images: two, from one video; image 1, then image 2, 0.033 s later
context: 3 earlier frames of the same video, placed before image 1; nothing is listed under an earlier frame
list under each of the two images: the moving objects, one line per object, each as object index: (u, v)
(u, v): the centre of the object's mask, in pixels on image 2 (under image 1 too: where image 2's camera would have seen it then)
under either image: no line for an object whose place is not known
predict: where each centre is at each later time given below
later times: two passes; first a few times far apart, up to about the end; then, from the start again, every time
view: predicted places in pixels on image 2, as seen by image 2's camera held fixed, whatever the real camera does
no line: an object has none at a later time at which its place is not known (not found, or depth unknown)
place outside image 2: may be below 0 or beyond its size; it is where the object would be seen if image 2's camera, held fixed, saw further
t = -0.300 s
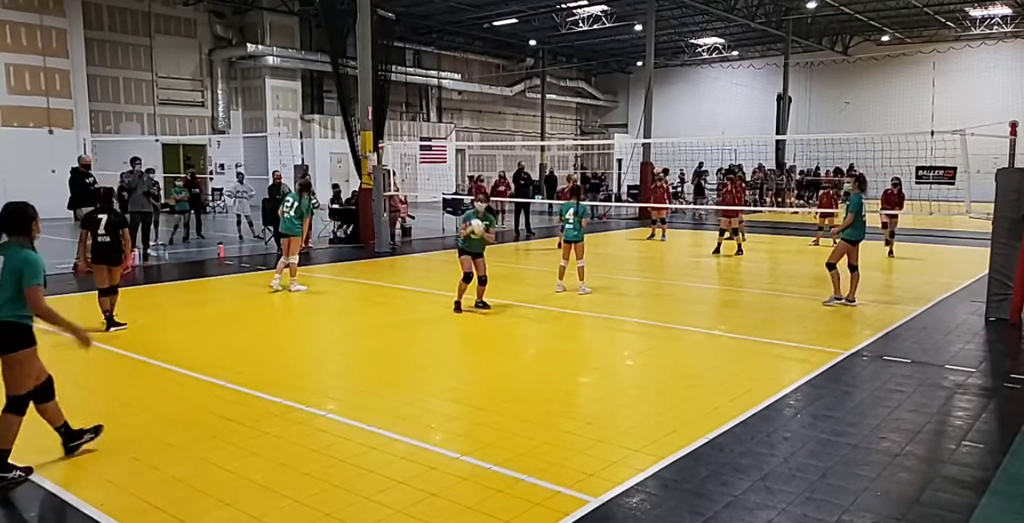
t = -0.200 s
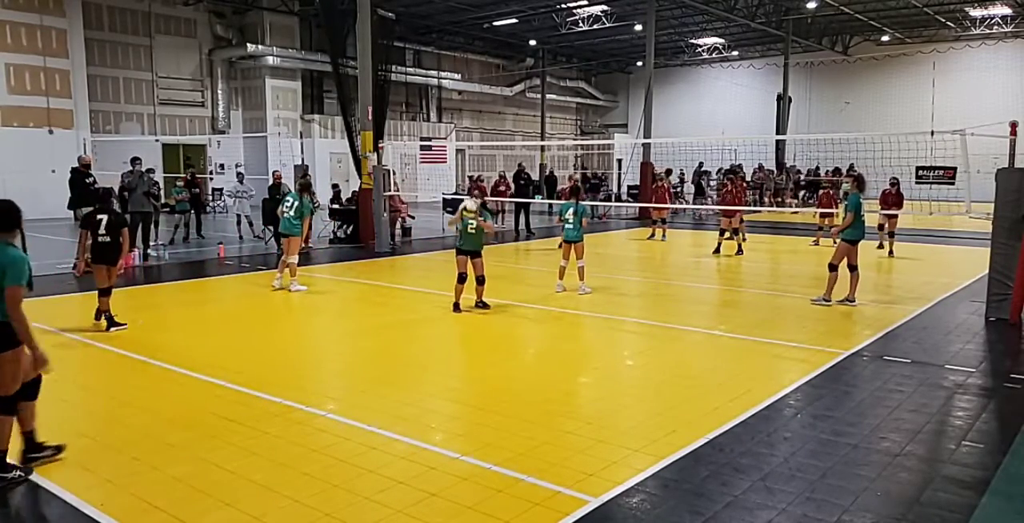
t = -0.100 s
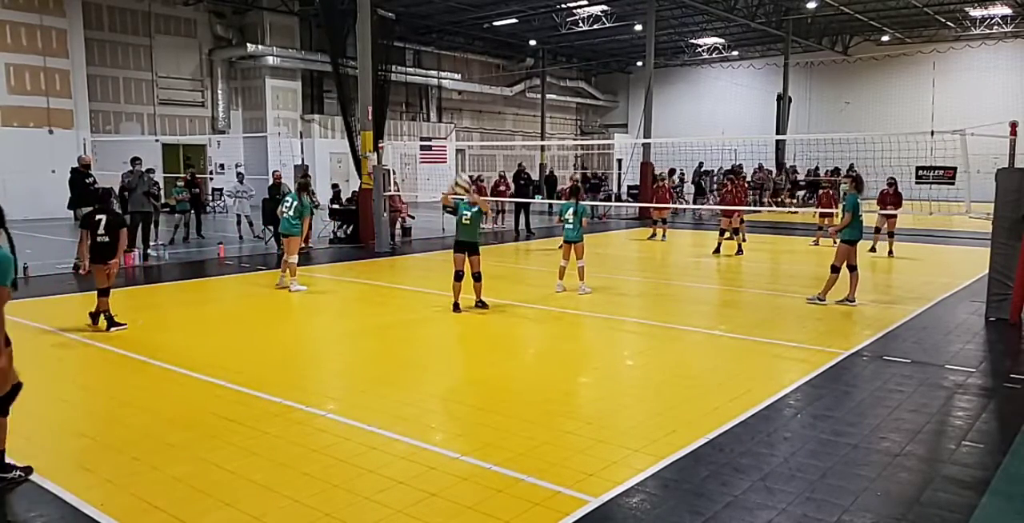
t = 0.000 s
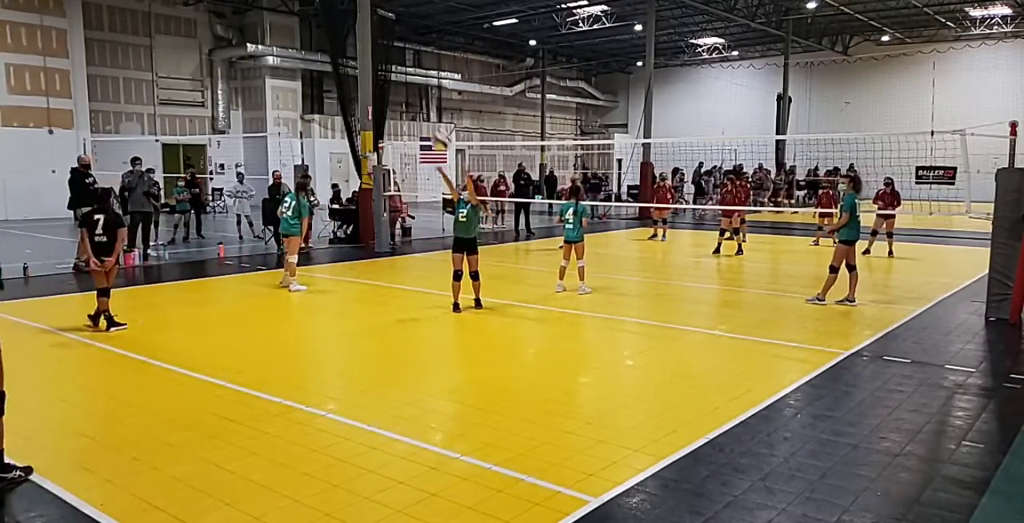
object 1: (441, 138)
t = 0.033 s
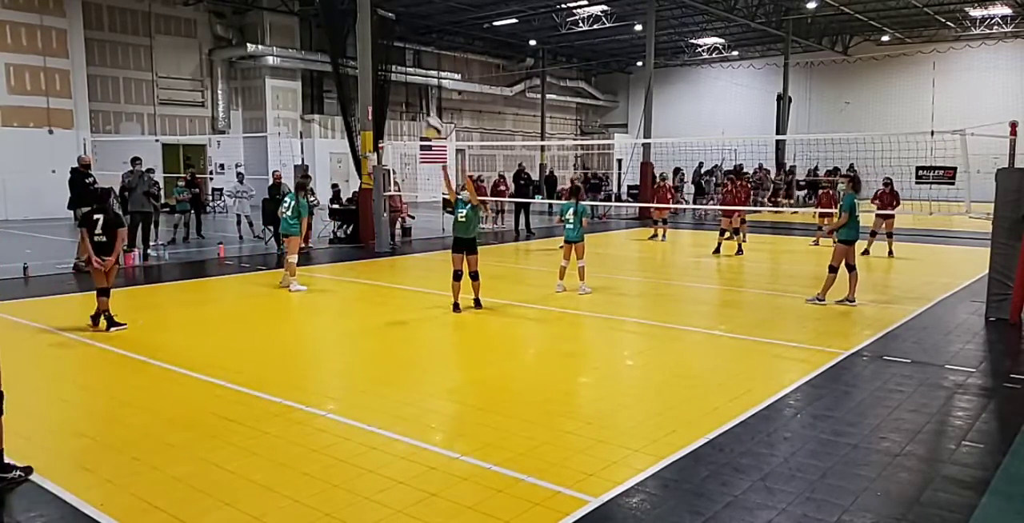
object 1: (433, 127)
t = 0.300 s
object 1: (361, 44)
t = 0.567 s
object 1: (269, 25)
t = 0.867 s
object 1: (138, 131)
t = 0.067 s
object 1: (424, 114)
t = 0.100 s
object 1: (415, 102)
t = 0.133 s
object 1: (407, 92)
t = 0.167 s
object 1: (398, 80)
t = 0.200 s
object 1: (389, 70)
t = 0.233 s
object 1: (381, 61)
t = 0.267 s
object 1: (371, 52)
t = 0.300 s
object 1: (361, 44)
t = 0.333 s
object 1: (351, 38)
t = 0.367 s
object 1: (340, 33)
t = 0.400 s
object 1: (329, 29)
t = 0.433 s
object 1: (318, 26)
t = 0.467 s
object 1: (306, 23)
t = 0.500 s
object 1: (294, 23)
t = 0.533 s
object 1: (283, 23)
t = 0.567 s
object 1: (269, 25)
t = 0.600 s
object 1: (256, 29)
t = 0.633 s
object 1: (243, 34)
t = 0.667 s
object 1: (230, 43)
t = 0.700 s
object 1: (218, 51)
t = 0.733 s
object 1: (202, 64)
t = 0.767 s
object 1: (185, 77)
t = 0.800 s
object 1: (170, 92)
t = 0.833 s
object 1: (155, 111)
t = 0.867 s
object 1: (138, 131)
